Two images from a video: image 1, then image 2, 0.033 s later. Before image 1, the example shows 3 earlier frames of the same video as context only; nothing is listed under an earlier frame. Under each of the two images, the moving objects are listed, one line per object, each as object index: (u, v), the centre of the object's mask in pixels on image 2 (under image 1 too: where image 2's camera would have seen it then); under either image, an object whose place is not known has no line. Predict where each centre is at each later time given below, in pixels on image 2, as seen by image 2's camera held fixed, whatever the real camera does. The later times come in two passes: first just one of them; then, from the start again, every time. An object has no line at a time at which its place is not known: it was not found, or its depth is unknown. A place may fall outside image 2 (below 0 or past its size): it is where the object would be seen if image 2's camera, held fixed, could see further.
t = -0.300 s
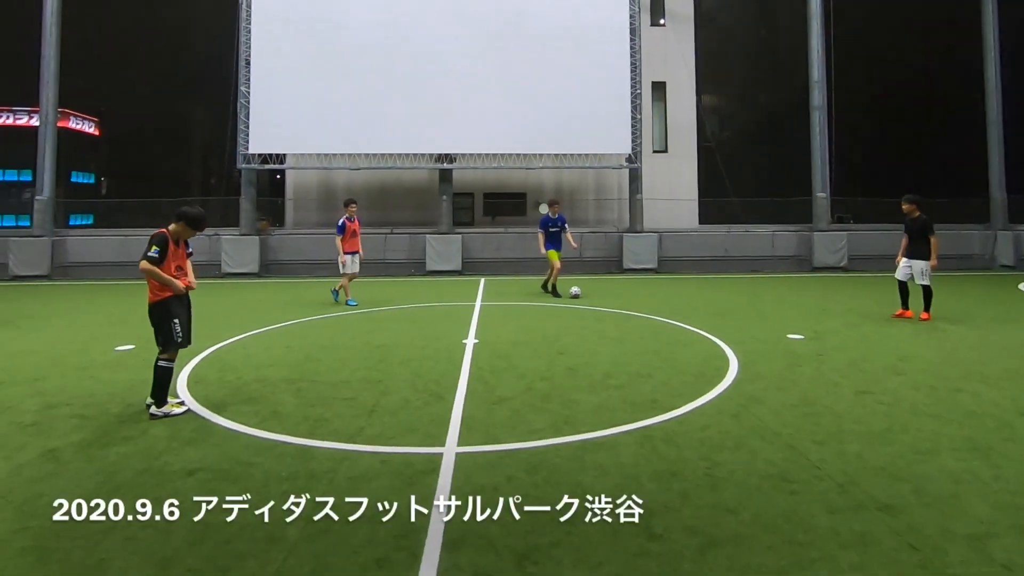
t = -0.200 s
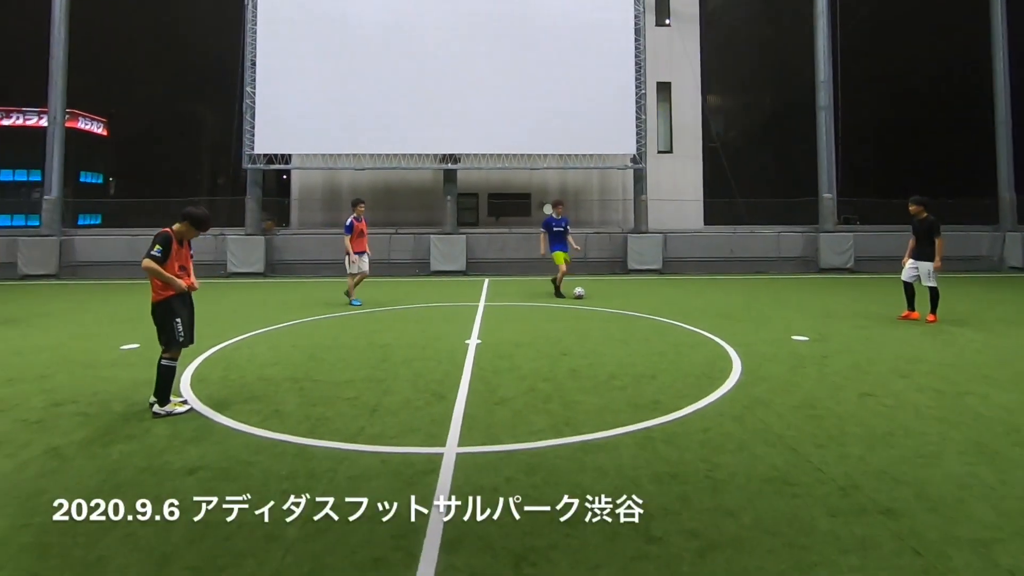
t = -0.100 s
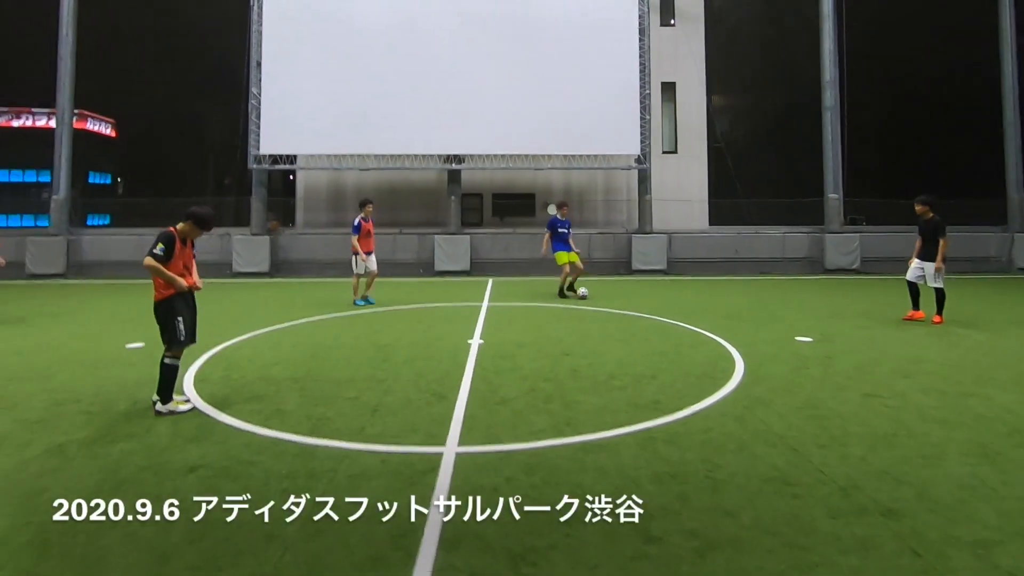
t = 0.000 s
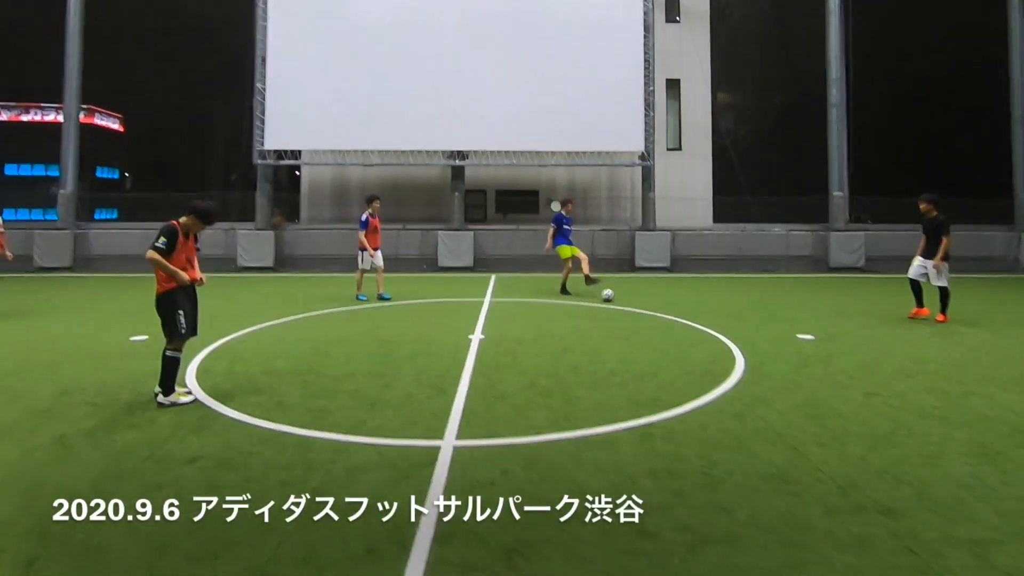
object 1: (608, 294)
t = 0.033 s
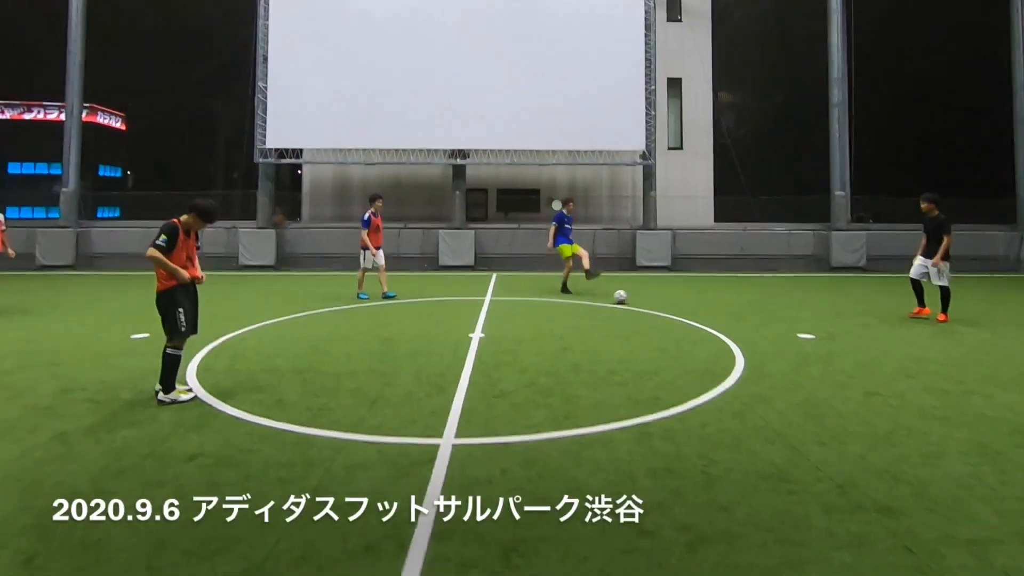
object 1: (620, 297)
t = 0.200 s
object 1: (694, 315)
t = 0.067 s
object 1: (634, 301)
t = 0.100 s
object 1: (647, 304)
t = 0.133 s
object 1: (662, 307)
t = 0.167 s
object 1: (677, 311)
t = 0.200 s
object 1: (694, 315)
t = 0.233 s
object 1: (713, 320)
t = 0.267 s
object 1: (732, 325)
